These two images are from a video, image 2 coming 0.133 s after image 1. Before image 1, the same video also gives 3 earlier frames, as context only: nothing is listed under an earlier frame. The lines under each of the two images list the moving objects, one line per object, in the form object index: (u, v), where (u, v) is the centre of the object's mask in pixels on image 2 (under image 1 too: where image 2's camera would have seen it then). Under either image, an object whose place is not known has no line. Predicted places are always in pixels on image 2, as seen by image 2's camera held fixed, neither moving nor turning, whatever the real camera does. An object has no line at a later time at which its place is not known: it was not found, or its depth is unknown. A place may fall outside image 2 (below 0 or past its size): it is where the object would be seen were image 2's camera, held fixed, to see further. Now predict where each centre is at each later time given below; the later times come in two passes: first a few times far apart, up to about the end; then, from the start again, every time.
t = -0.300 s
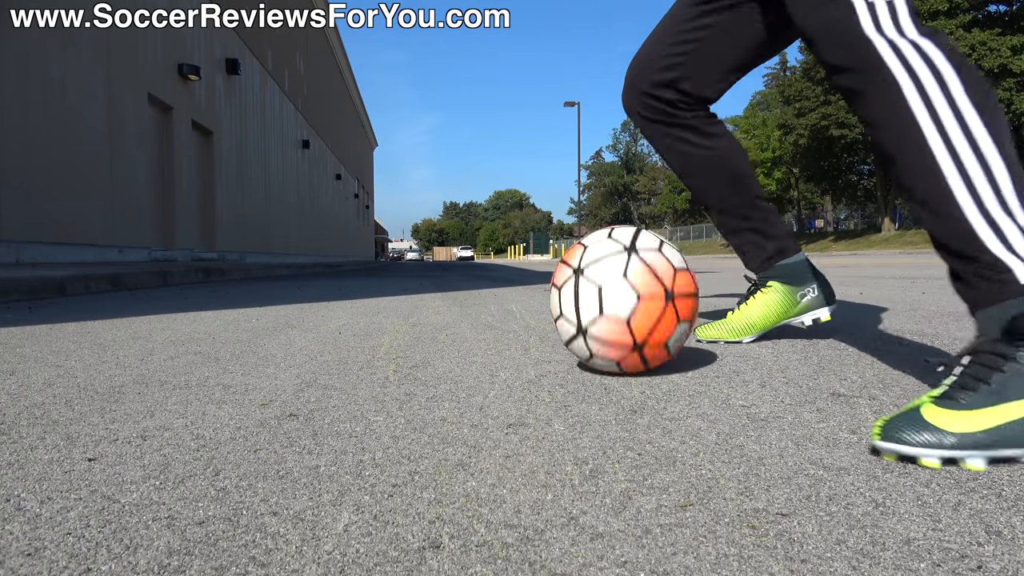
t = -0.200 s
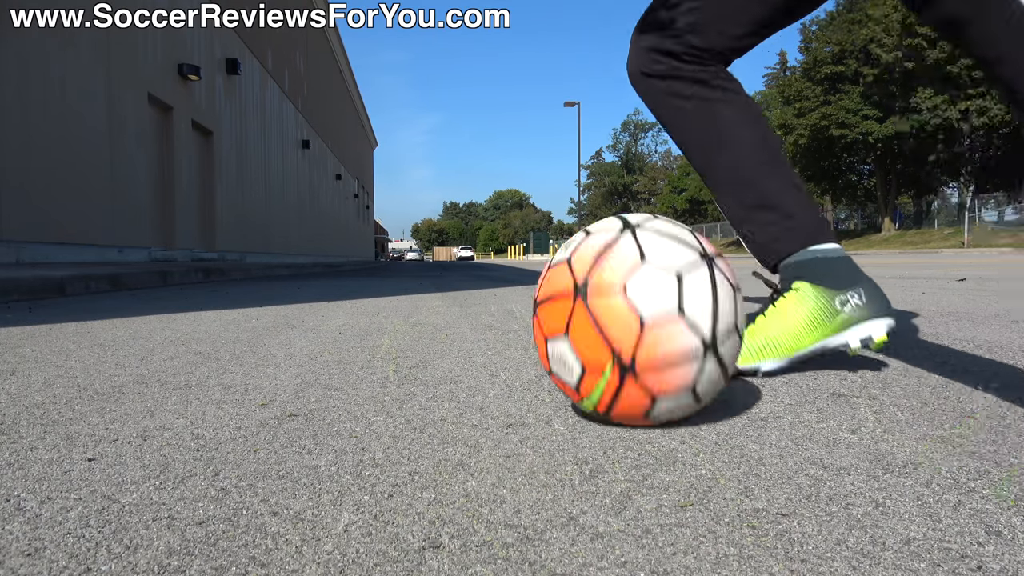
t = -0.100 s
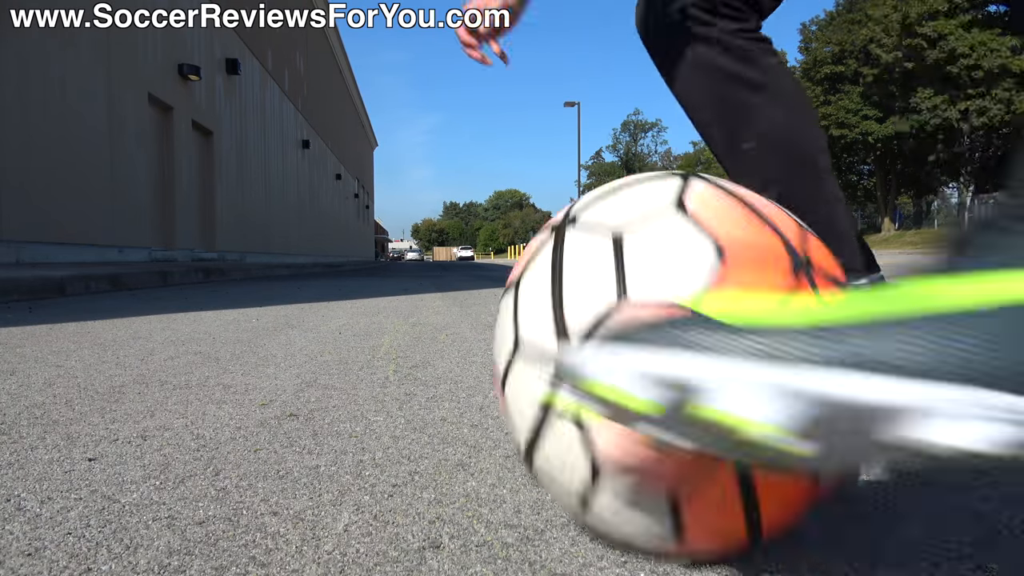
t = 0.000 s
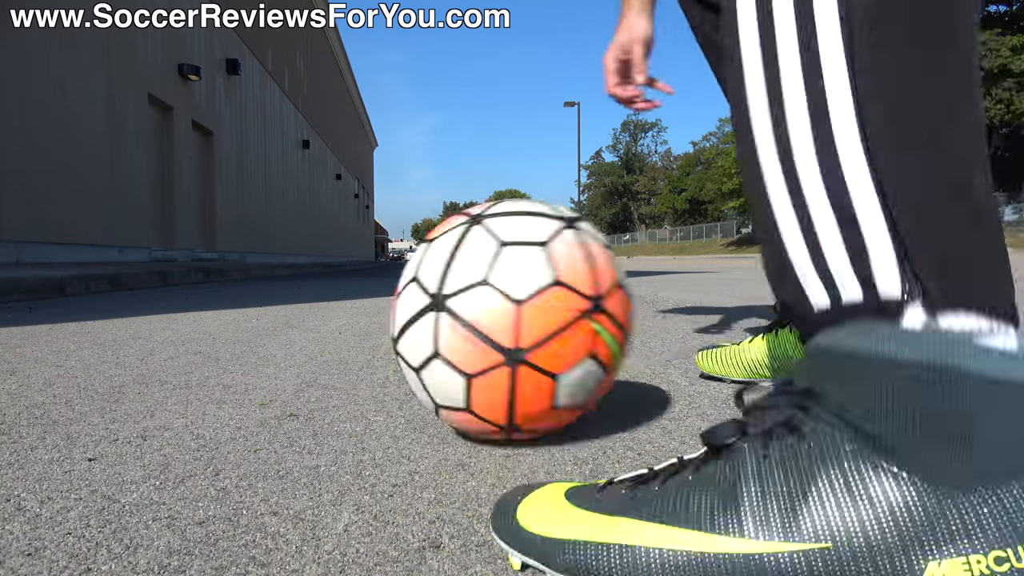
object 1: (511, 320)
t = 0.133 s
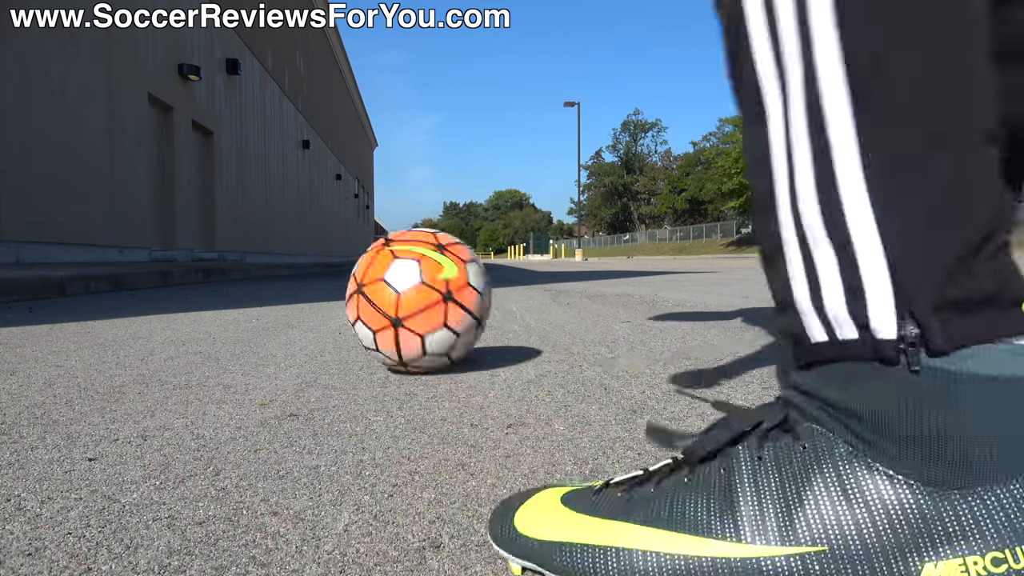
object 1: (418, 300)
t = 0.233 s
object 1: (386, 293)
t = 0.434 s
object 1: (346, 287)
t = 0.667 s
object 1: (317, 282)
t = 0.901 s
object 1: (298, 280)
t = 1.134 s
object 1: (286, 277)
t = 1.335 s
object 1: (279, 276)
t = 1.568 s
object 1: (273, 273)
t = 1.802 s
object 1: (270, 272)
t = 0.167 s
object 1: (406, 299)
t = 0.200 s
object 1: (395, 295)
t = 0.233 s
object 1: (386, 293)
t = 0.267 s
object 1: (378, 291)
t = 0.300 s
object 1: (370, 290)
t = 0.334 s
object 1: (363, 289)
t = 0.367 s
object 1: (357, 289)
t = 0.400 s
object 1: (352, 286)
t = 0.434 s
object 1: (346, 287)
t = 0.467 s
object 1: (341, 285)
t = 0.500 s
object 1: (336, 285)
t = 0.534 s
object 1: (331, 284)
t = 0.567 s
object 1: (328, 283)
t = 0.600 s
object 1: (323, 283)
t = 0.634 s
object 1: (320, 283)
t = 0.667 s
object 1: (317, 282)
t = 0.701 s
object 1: (314, 281)
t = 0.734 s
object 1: (310, 282)
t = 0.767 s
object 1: (307, 280)
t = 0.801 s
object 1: (304, 280)
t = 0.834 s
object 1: (302, 280)
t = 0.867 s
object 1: (299, 280)
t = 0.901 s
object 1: (298, 280)
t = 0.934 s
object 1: (295, 279)
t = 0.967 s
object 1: (294, 279)
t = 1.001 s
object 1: (292, 278)
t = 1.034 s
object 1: (292, 278)
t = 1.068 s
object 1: (289, 277)
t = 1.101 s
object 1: (287, 277)
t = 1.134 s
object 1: (286, 277)
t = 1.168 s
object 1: (285, 278)
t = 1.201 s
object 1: (282, 276)
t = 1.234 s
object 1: (281, 276)
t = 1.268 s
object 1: (281, 276)
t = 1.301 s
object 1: (280, 276)
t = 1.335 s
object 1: (279, 276)
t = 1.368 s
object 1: (278, 276)
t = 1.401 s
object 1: (277, 275)
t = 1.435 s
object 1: (276, 275)
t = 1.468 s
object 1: (276, 275)
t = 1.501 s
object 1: (275, 274)
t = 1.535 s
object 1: (274, 273)
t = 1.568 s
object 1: (273, 273)
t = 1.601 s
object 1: (273, 274)
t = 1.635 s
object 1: (273, 273)
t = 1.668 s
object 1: (273, 274)
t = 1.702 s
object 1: (272, 273)
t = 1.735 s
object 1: (271, 273)
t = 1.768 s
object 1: (271, 273)
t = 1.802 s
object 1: (270, 272)
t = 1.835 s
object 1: (270, 273)
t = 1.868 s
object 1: (270, 272)
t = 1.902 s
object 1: (270, 272)
